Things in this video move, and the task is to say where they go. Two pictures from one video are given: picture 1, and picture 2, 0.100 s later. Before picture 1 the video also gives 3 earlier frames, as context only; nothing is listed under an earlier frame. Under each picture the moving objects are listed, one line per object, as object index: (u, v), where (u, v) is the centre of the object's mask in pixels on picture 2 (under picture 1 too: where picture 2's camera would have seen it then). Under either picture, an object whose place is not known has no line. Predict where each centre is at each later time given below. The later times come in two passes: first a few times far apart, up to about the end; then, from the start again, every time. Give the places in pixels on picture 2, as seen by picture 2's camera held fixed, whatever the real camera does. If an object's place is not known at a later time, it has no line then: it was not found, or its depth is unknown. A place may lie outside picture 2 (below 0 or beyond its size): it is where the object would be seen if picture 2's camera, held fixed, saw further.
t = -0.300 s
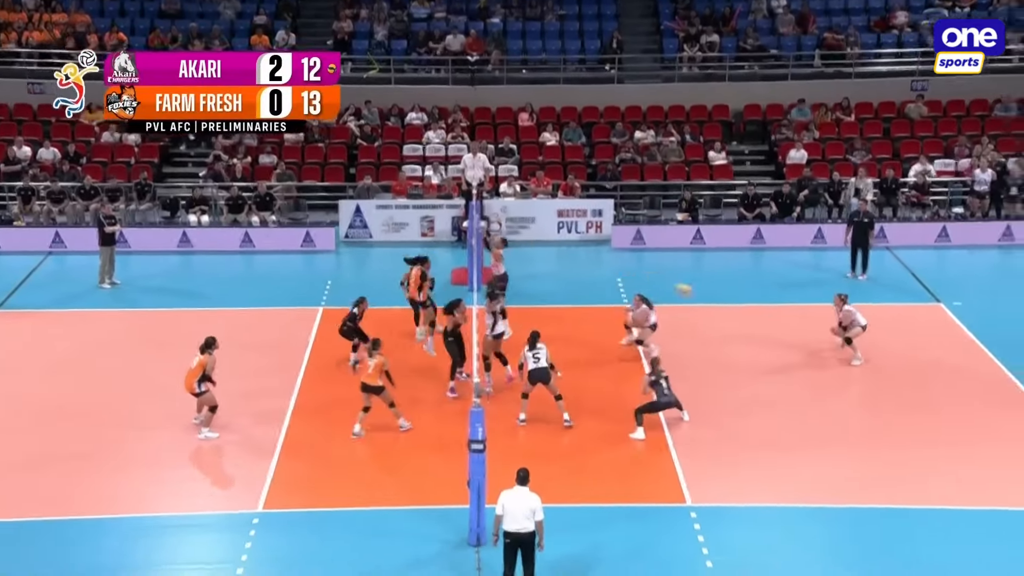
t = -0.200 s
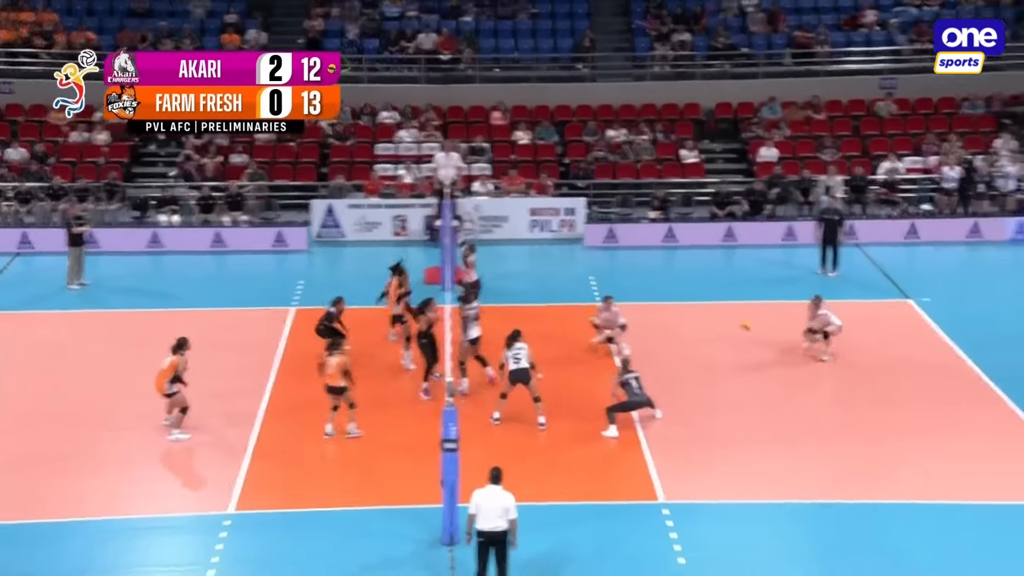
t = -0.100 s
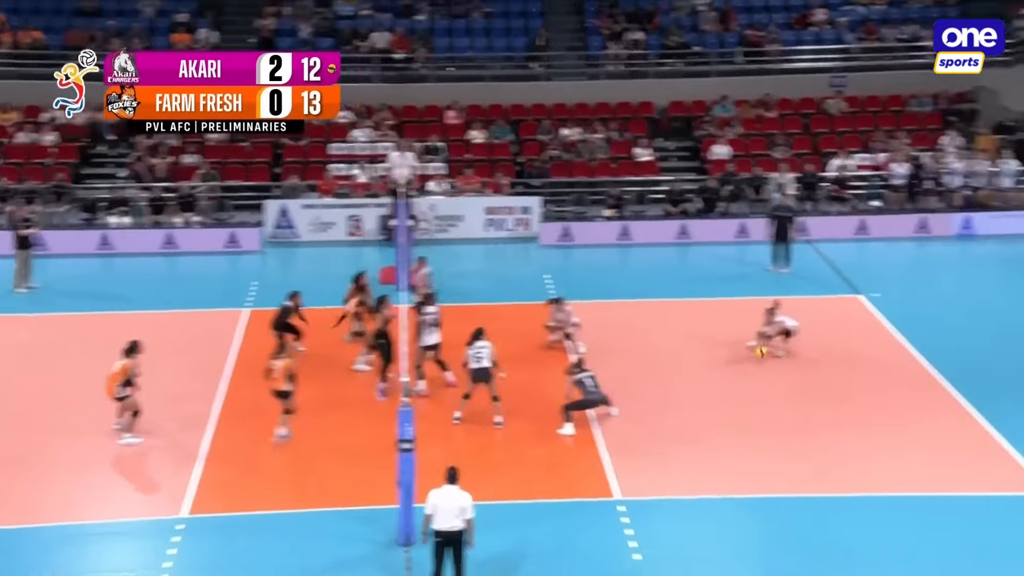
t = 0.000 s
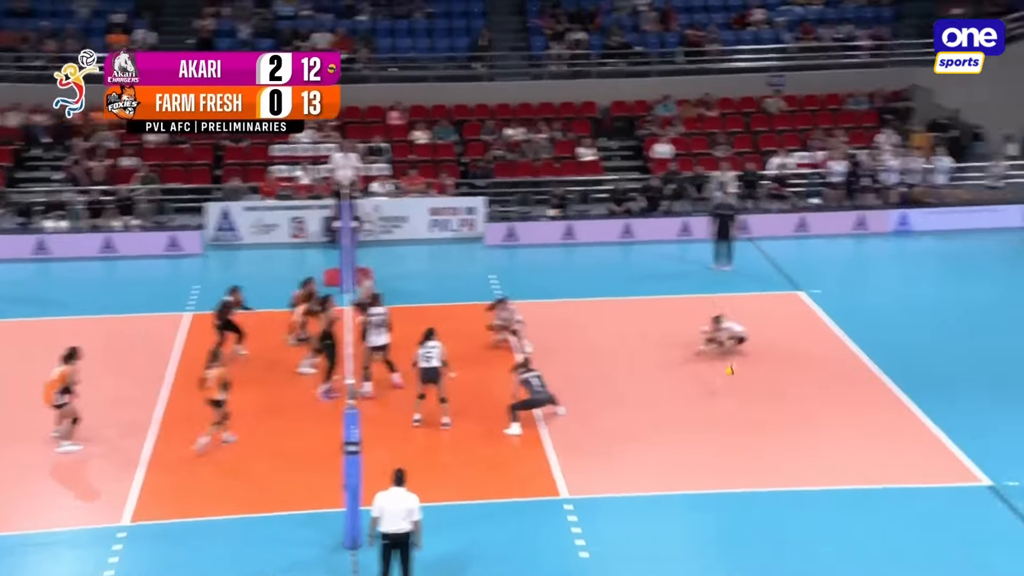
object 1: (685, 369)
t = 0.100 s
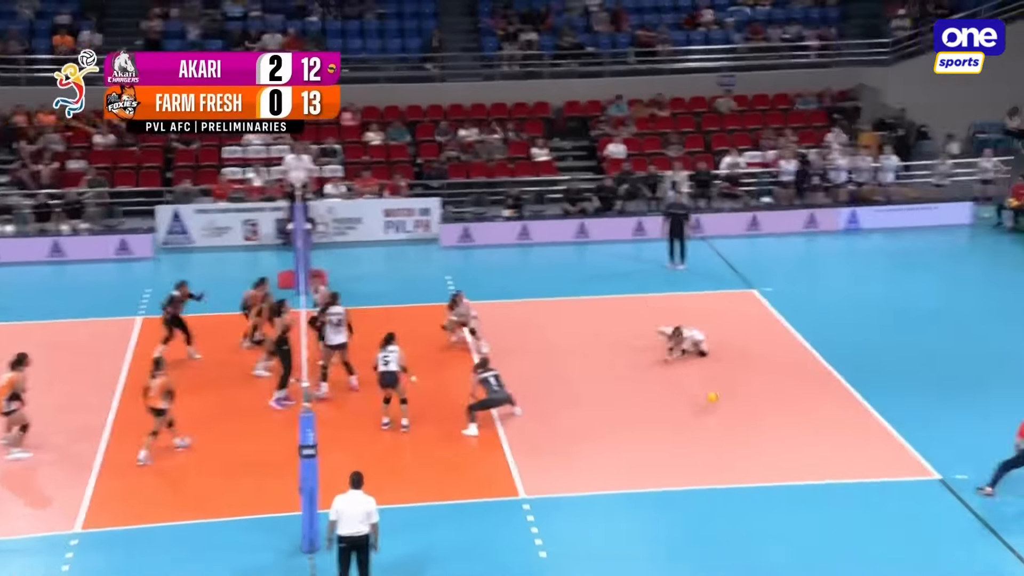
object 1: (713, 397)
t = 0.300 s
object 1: (773, 429)
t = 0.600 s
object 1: (871, 487)
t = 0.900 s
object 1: (977, 547)
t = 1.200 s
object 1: (1102, 608)
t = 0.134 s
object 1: (722, 407)
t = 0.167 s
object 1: (732, 417)
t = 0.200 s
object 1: (744, 419)
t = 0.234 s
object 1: (753, 421)
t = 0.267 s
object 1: (763, 424)
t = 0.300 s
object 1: (773, 429)
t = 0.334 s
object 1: (784, 434)
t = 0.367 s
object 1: (794, 439)
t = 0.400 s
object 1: (805, 445)
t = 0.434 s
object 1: (817, 453)
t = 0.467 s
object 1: (825, 461)
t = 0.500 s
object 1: (838, 471)
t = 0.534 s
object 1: (848, 481)
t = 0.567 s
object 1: (860, 485)
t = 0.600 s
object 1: (871, 487)
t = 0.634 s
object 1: (882, 489)
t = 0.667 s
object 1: (894, 493)
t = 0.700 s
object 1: (905, 498)
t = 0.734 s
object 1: (917, 504)
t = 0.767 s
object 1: (929, 510)
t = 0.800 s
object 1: (941, 518)
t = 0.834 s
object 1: (953, 527)
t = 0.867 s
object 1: (965, 537)
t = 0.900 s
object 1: (977, 547)
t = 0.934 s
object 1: (991, 550)
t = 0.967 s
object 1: (1004, 554)
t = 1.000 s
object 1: (1018, 559)
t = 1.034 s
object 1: (1032, 566)
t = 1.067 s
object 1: (1046, 572)
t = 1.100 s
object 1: (1060, 580)
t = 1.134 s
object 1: (1073, 589)
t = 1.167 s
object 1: (1087, 600)
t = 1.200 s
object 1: (1102, 608)
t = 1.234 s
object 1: (1118, 611)
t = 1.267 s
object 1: (1133, 615)
